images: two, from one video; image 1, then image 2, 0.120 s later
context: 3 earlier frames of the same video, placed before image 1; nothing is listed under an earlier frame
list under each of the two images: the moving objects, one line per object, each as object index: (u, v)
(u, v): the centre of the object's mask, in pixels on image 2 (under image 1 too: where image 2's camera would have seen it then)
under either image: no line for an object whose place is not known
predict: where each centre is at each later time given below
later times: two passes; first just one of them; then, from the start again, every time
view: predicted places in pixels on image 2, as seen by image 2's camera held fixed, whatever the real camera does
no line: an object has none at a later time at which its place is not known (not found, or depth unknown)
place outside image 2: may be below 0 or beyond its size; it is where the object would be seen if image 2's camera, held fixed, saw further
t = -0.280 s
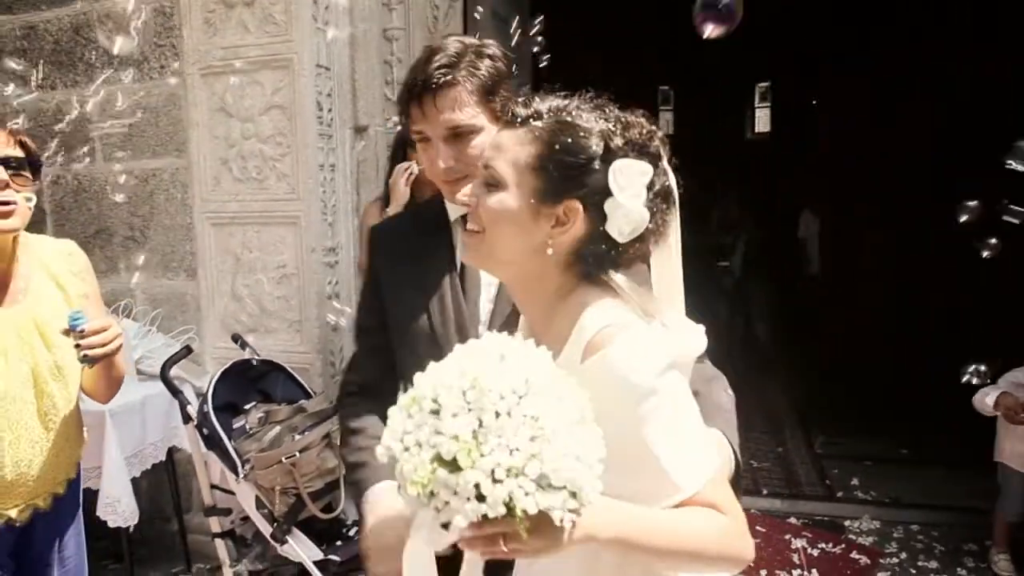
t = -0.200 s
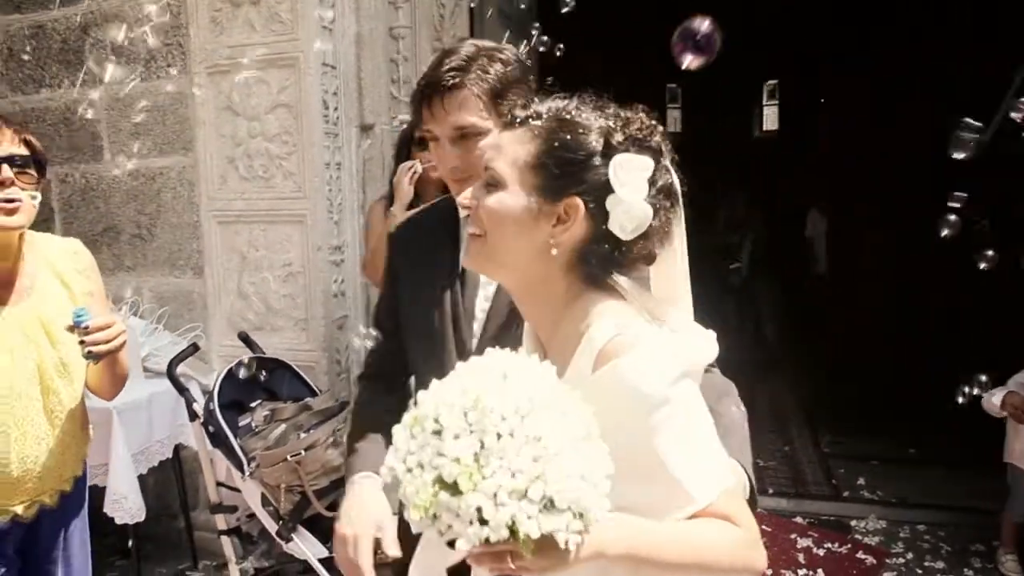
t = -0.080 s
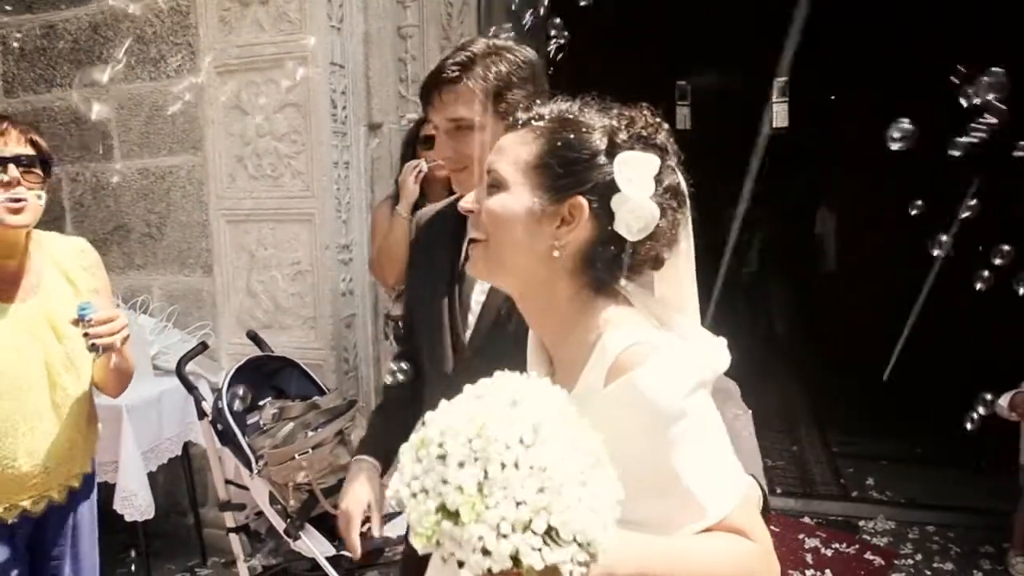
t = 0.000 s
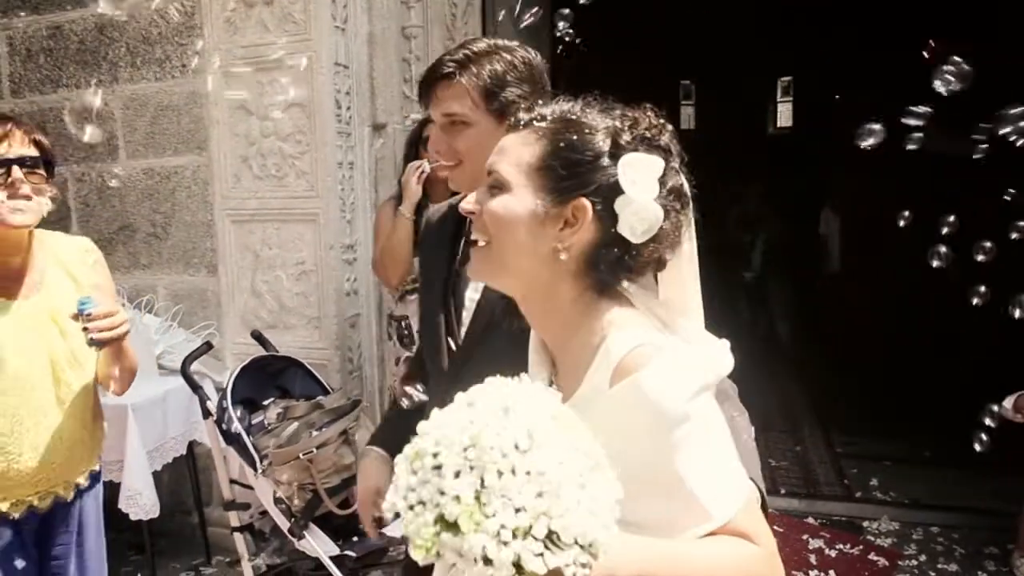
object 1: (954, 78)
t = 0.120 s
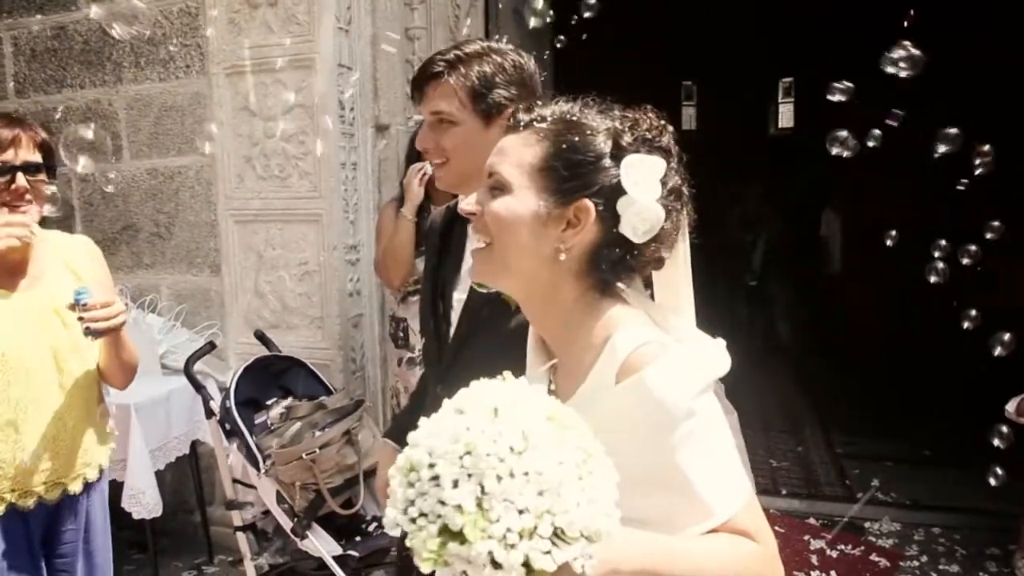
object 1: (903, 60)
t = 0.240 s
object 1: (867, 52)
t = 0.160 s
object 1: (890, 57)
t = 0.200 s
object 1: (878, 54)
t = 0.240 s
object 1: (867, 52)
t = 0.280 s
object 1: (856, 52)
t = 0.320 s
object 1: (845, 51)
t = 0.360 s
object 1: (833, 52)
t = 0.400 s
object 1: (821, 55)
